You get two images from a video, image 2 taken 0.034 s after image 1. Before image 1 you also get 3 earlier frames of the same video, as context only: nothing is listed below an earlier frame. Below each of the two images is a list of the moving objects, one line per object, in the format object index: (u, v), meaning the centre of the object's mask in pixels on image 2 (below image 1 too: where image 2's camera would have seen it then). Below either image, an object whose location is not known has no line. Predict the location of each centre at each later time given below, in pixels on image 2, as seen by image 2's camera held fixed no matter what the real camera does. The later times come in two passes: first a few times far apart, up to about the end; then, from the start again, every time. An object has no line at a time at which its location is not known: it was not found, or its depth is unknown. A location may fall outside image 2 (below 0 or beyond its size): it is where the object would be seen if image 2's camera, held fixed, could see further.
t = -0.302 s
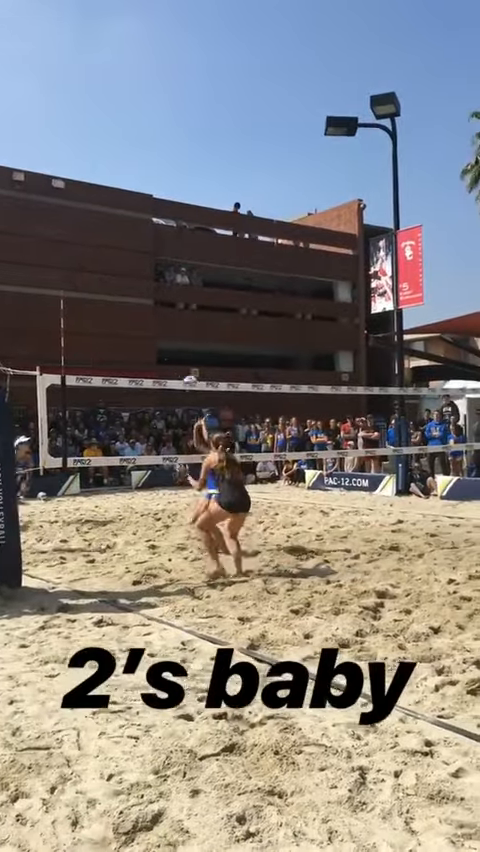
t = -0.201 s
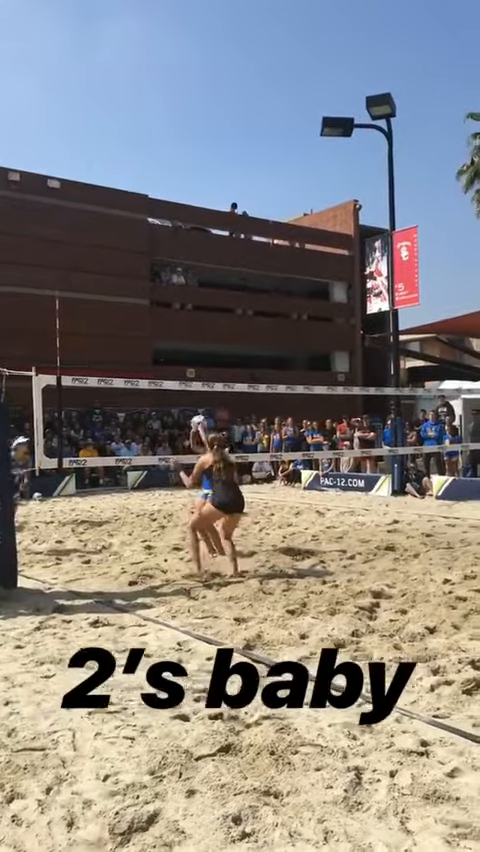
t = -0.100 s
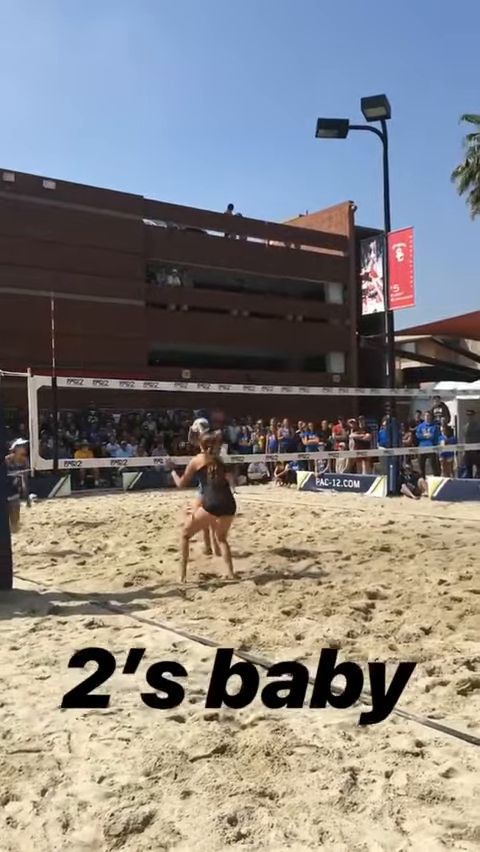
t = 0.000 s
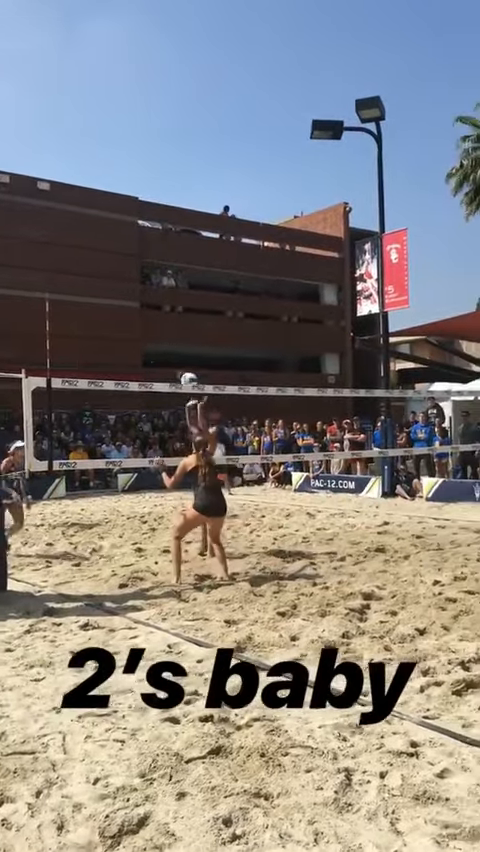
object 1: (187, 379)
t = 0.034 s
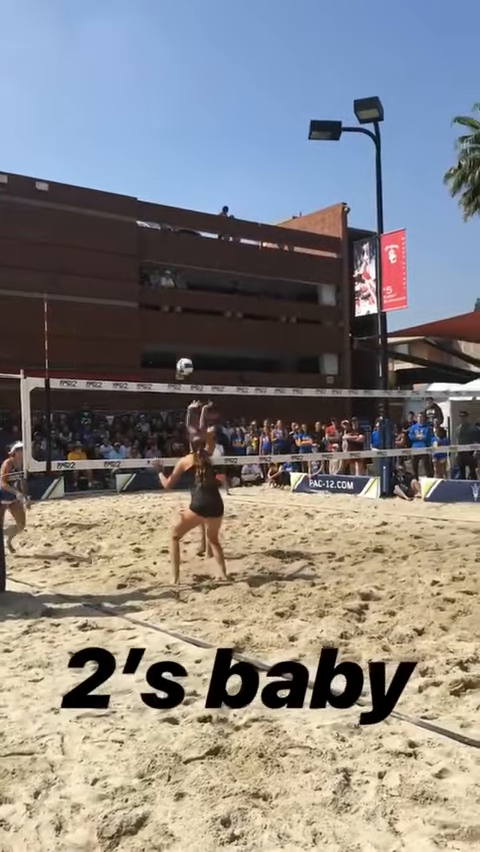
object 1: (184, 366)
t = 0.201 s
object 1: (171, 305)
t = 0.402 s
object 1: (156, 260)
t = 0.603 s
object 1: (143, 244)
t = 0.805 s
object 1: (131, 259)
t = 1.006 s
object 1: (118, 304)
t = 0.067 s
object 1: (182, 352)
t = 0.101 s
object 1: (179, 339)
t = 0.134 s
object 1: (176, 327)
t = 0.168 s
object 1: (174, 315)
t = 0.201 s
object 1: (171, 305)
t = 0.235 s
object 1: (168, 295)
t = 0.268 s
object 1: (166, 286)
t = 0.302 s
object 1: (164, 279)
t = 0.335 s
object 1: (161, 271)
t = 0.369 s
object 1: (159, 265)
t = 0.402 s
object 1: (156, 260)
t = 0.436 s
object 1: (154, 255)
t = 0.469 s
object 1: (152, 251)
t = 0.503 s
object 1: (150, 248)
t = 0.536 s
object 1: (148, 246)
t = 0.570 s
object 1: (145, 245)
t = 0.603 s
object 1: (143, 244)
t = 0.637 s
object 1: (141, 245)
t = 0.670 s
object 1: (139, 246)
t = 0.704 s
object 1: (137, 248)
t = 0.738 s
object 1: (135, 250)
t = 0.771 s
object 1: (133, 254)
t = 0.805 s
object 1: (131, 259)
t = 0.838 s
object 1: (129, 264)
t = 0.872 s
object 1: (126, 271)
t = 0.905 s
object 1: (124, 277)
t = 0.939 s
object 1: (122, 286)
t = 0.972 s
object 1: (120, 294)
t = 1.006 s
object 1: (118, 304)
